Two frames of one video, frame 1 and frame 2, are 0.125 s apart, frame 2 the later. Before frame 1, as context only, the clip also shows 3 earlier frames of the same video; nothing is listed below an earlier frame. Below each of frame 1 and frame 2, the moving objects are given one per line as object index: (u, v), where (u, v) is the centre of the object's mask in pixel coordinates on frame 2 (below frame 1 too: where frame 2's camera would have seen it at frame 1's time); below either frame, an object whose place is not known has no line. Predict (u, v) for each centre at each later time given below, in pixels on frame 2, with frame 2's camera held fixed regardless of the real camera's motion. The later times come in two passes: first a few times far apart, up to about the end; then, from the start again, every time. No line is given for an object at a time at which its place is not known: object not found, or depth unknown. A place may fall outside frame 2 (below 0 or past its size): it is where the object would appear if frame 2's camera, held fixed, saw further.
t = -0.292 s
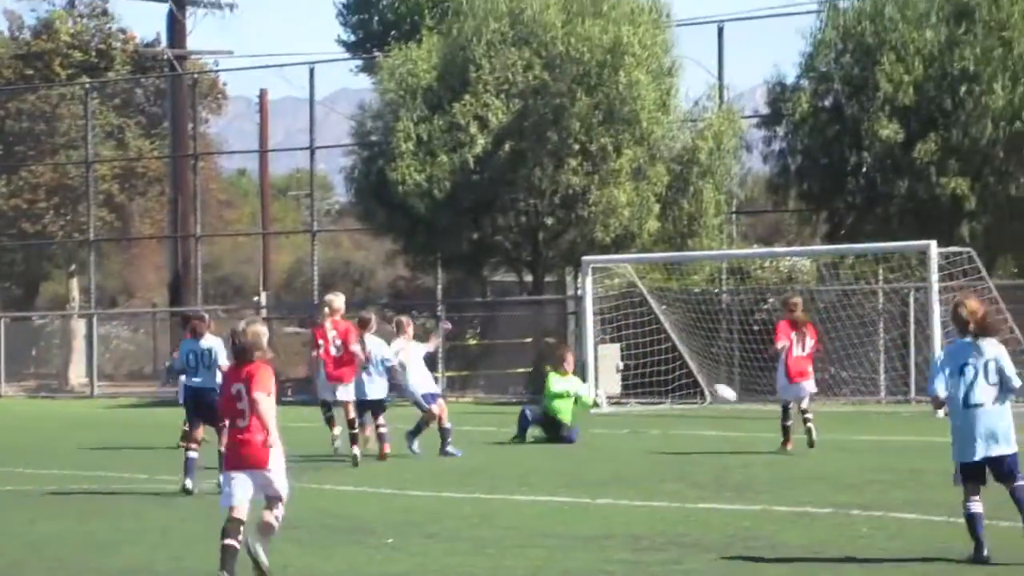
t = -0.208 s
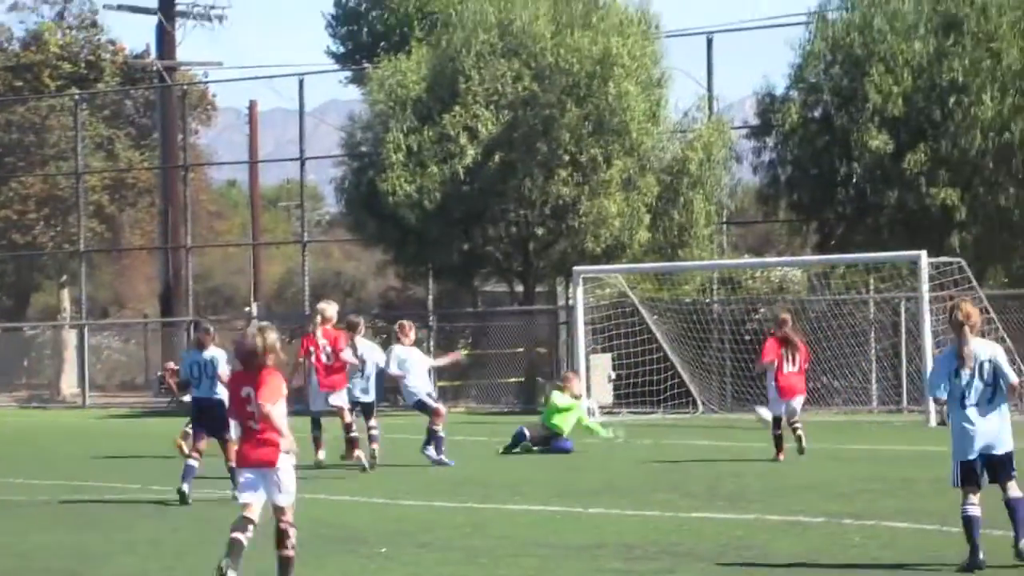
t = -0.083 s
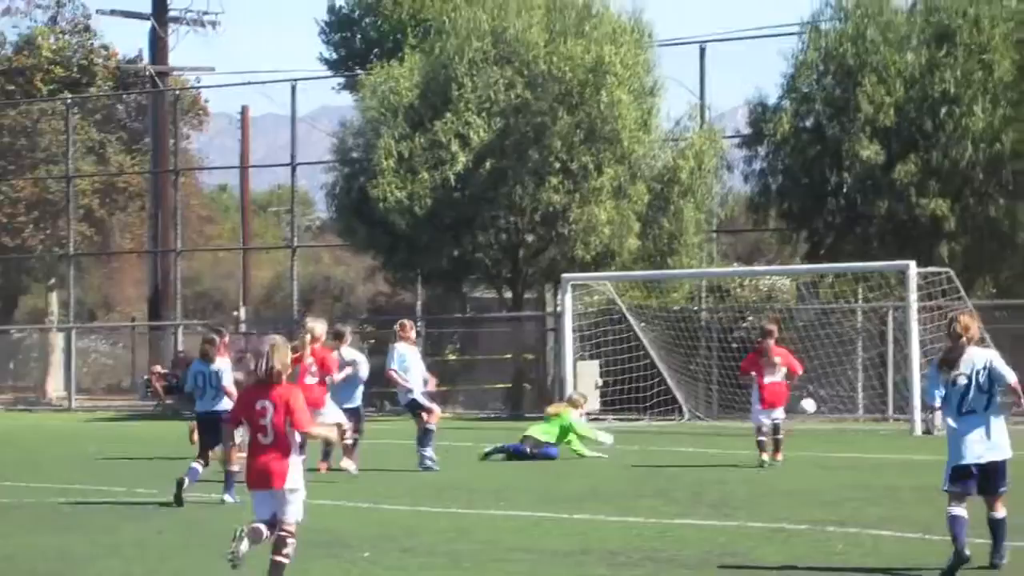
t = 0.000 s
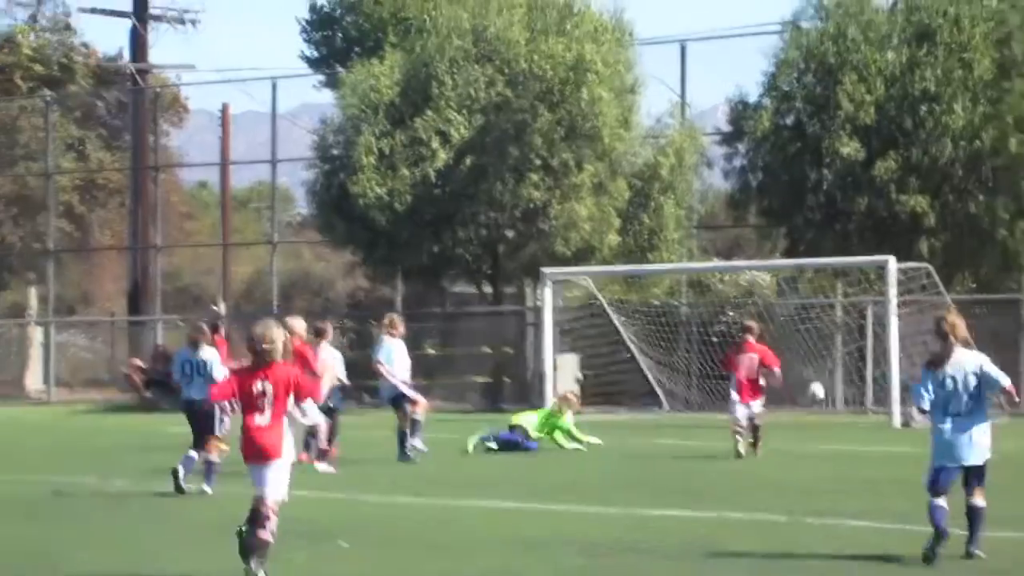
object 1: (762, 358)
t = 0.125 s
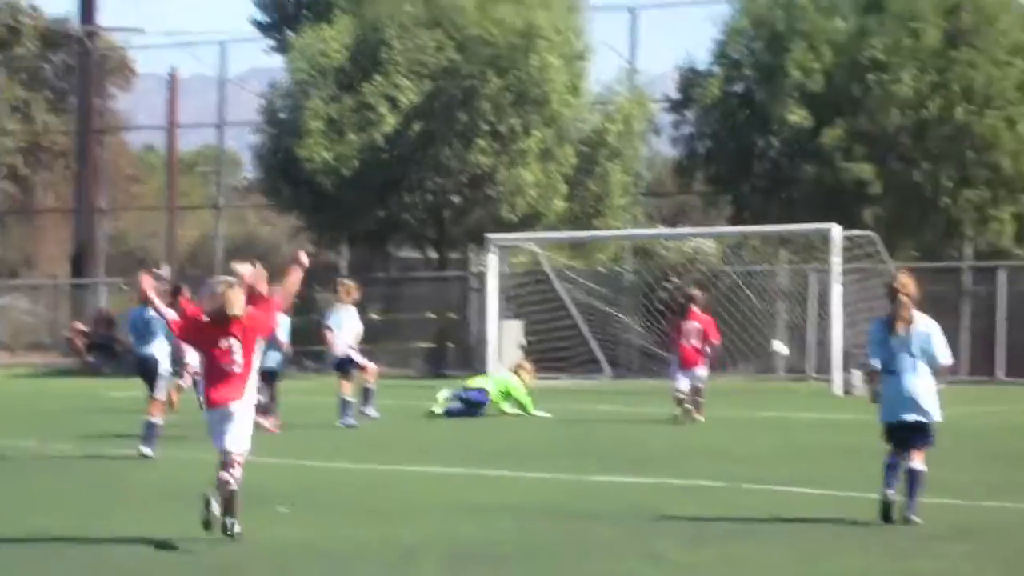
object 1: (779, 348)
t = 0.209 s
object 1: (784, 345)
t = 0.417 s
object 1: (790, 352)
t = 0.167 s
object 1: (782, 344)
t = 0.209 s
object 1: (784, 345)
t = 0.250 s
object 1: (786, 344)
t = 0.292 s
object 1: (787, 344)
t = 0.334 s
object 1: (788, 345)
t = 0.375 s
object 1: (790, 348)
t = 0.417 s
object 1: (790, 352)
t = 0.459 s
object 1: (792, 358)
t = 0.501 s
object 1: (793, 364)
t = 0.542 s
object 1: (794, 373)
